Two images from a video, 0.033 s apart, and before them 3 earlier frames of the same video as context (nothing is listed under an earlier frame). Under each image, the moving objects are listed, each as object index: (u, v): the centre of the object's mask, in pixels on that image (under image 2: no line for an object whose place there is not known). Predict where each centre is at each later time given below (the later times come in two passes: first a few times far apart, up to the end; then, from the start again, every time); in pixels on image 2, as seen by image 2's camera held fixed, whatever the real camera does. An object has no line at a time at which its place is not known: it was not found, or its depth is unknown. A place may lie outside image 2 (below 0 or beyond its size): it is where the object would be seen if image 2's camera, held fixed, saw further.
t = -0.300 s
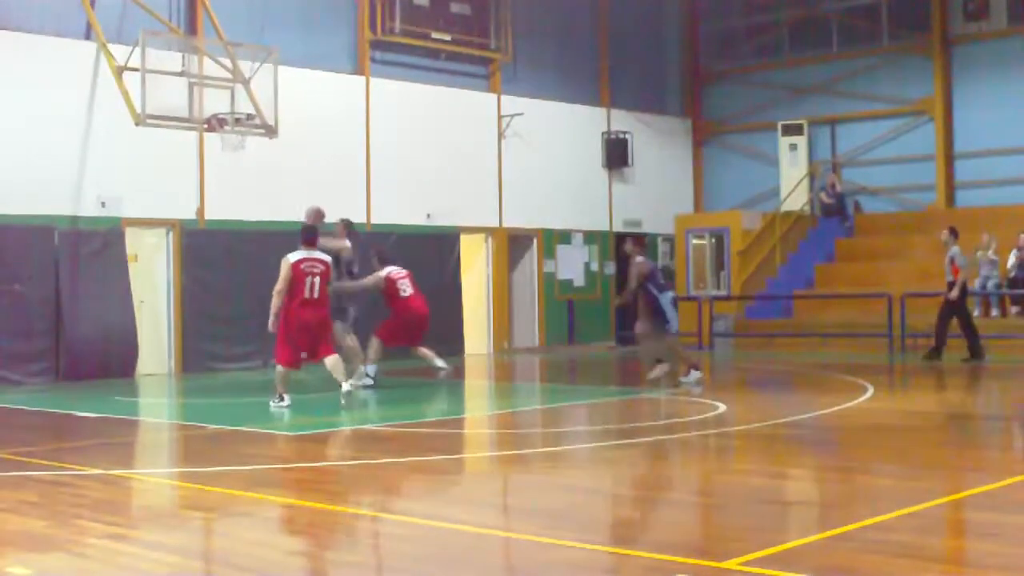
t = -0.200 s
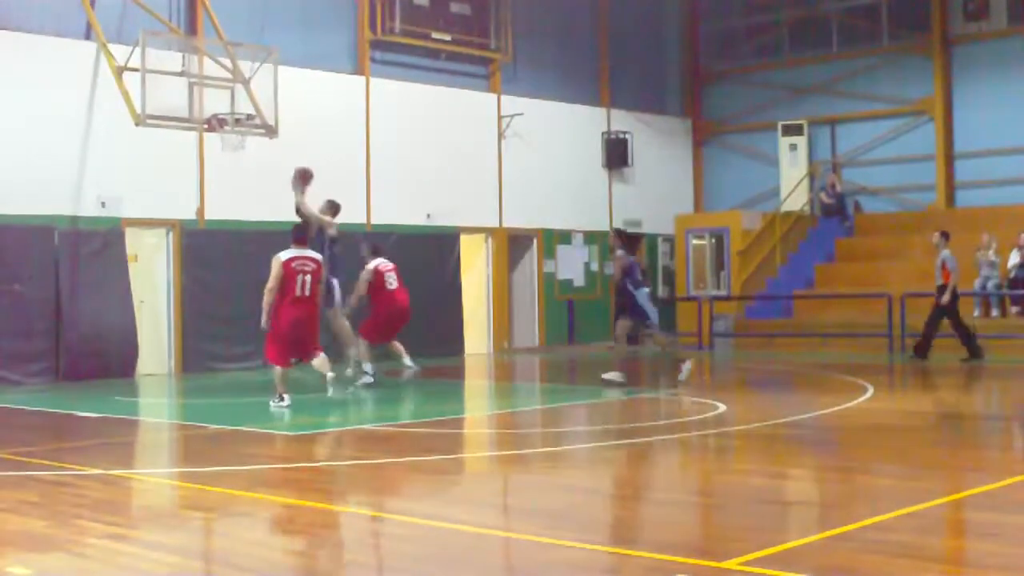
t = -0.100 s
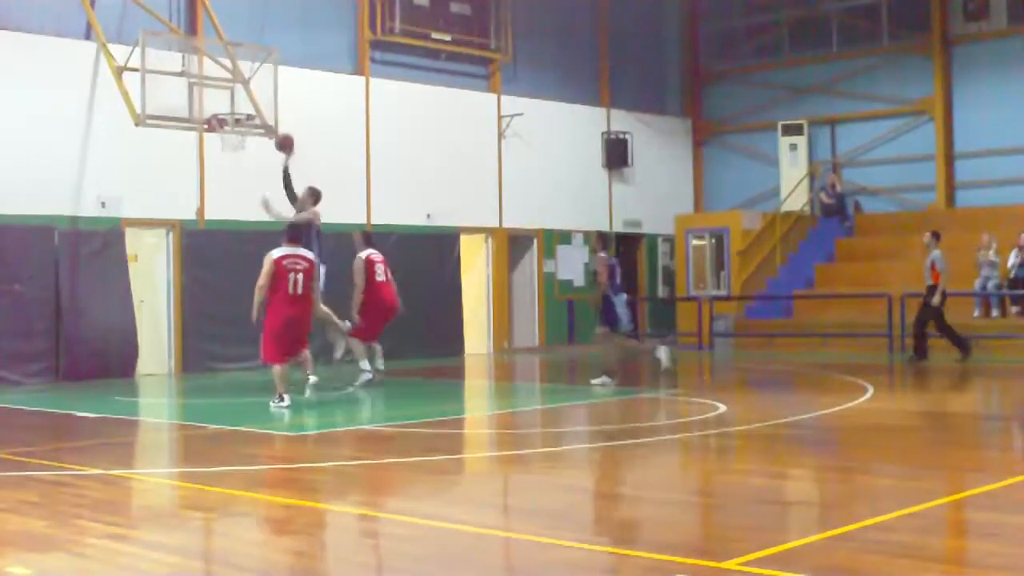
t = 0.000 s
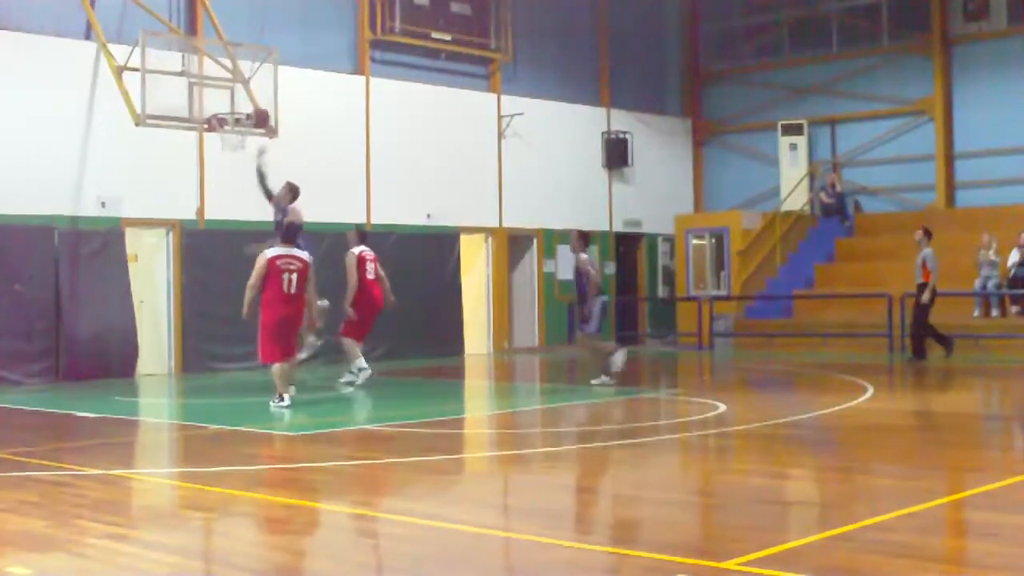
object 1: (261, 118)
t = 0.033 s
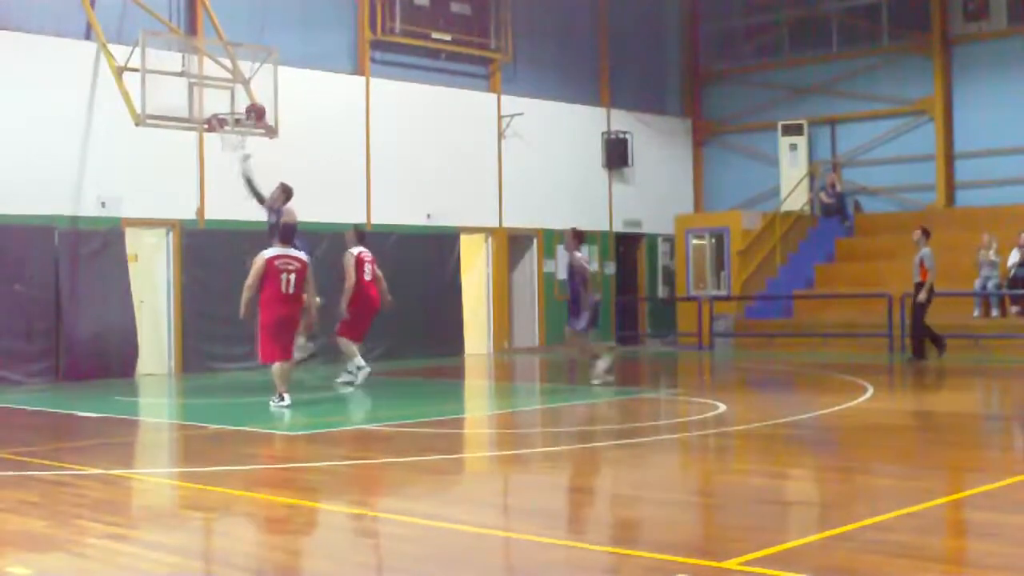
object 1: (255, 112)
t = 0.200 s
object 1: (244, 103)
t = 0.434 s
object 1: (231, 132)
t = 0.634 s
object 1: (232, 145)
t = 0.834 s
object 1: (235, 193)
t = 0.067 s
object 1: (253, 110)
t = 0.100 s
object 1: (251, 106)
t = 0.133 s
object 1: (248, 104)
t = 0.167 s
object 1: (246, 103)
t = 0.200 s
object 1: (244, 103)
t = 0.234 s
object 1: (241, 105)
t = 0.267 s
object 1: (239, 109)
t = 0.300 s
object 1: (237, 110)
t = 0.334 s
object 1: (235, 114)
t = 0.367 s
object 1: (233, 119)
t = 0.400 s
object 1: (232, 126)
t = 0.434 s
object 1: (231, 132)
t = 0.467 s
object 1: (229, 131)
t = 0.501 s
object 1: (230, 138)
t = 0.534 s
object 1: (229, 139)
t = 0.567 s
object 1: (230, 139)
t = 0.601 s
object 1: (231, 141)
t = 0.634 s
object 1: (232, 145)
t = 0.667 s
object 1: (232, 151)
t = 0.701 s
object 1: (233, 158)
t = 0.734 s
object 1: (233, 165)
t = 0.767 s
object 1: (234, 173)
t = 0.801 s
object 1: (234, 183)
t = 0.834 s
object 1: (235, 193)
